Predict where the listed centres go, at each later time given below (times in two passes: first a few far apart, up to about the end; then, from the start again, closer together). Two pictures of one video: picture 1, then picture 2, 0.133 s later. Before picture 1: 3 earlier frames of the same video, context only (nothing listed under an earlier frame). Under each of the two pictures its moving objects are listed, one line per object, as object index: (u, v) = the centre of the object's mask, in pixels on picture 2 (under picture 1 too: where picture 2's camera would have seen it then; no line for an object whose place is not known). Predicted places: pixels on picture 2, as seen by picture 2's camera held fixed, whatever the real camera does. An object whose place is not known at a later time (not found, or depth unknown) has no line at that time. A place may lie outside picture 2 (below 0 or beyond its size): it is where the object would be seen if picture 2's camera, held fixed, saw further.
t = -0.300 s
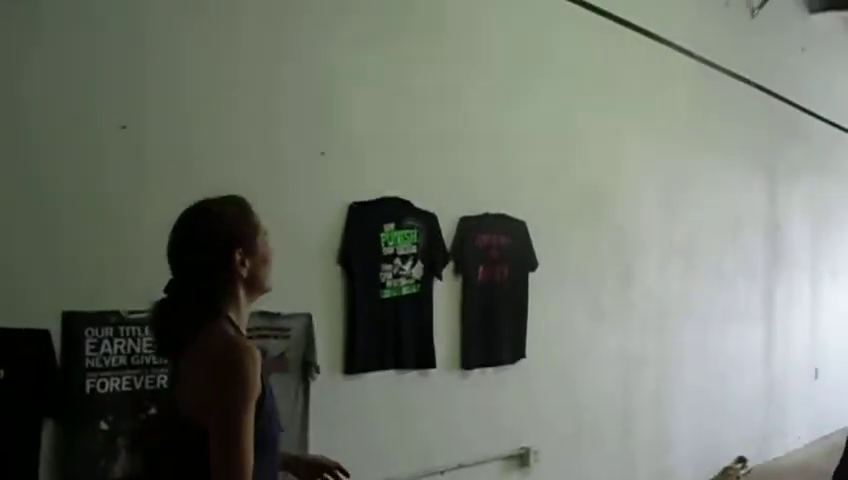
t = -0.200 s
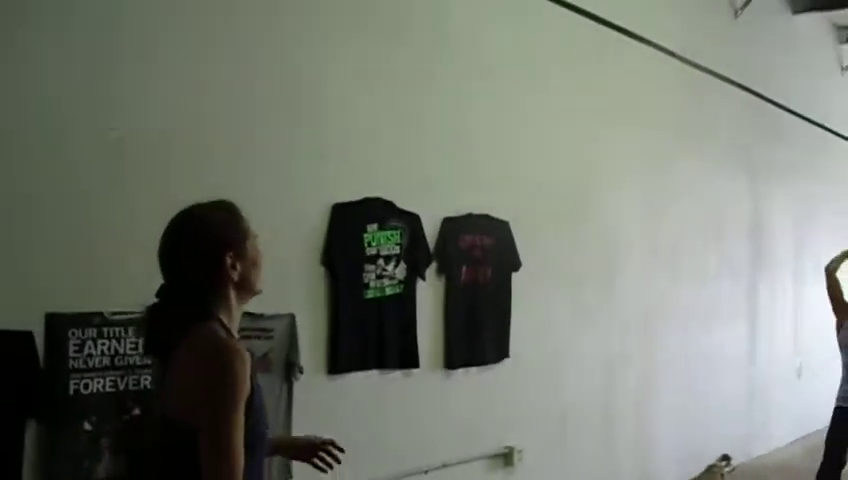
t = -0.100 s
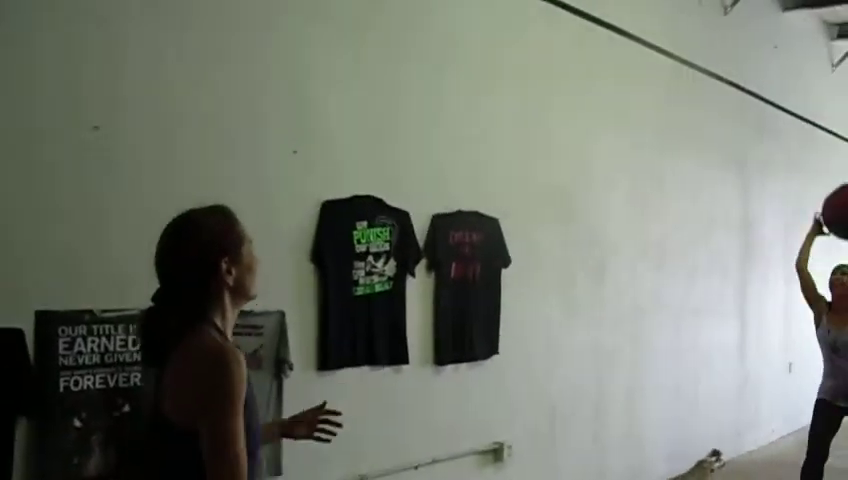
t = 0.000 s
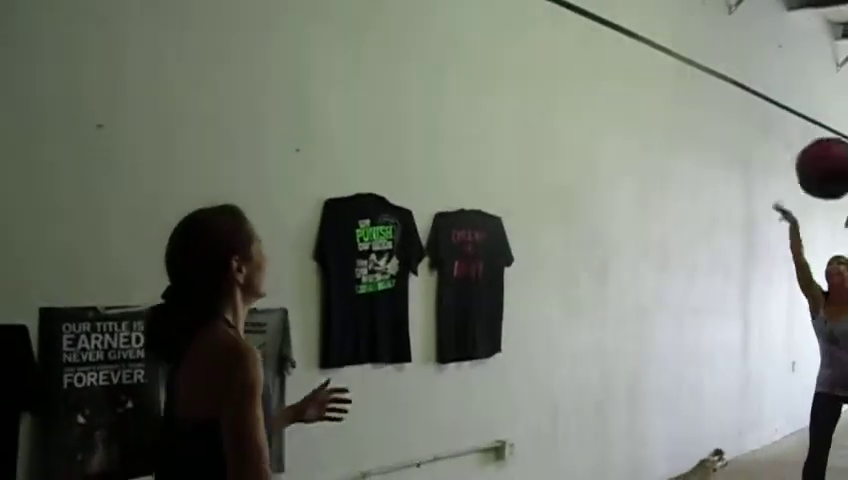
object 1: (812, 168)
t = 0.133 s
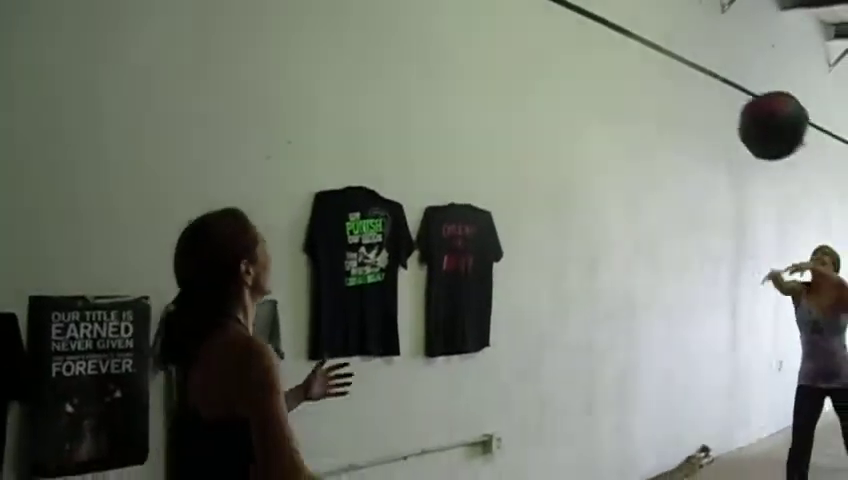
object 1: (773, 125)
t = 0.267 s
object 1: (721, 111)
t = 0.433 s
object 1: (633, 152)
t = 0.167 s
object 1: (761, 118)
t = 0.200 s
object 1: (748, 114)
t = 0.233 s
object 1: (735, 111)
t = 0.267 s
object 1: (721, 111)
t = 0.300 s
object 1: (707, 113)
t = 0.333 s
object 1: (690, 118)
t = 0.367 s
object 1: (673, 125)
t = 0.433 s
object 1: (633, 152)
